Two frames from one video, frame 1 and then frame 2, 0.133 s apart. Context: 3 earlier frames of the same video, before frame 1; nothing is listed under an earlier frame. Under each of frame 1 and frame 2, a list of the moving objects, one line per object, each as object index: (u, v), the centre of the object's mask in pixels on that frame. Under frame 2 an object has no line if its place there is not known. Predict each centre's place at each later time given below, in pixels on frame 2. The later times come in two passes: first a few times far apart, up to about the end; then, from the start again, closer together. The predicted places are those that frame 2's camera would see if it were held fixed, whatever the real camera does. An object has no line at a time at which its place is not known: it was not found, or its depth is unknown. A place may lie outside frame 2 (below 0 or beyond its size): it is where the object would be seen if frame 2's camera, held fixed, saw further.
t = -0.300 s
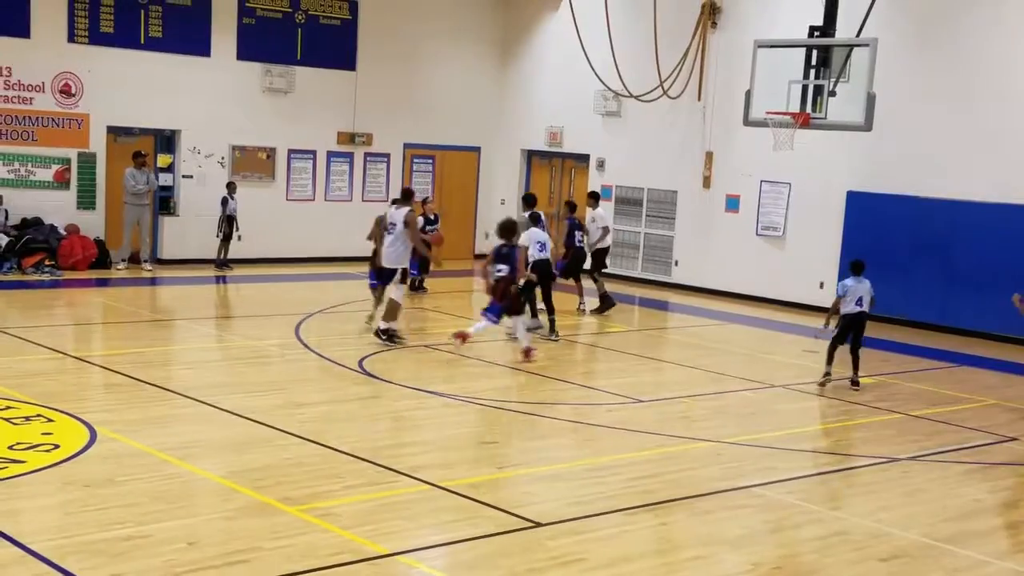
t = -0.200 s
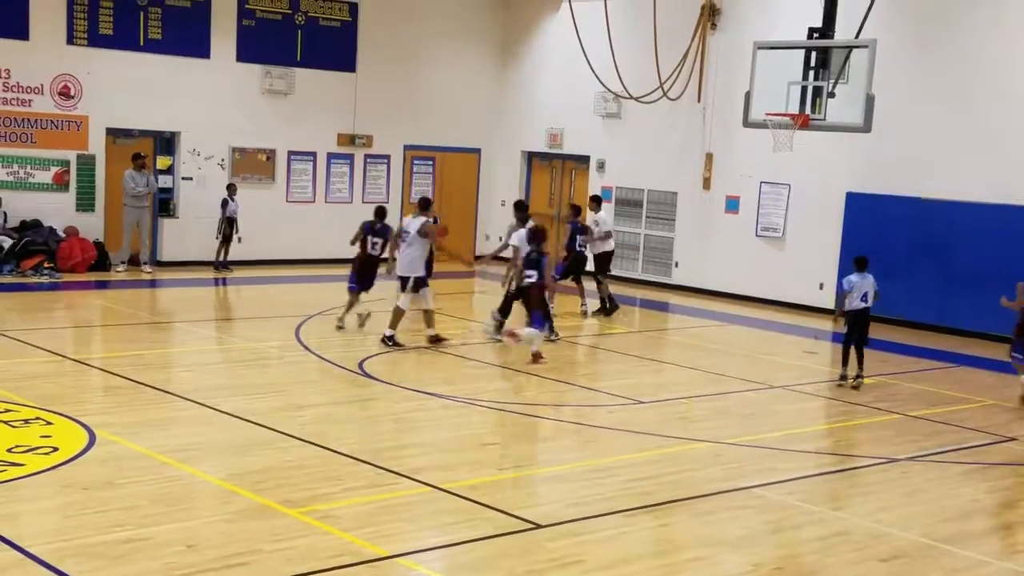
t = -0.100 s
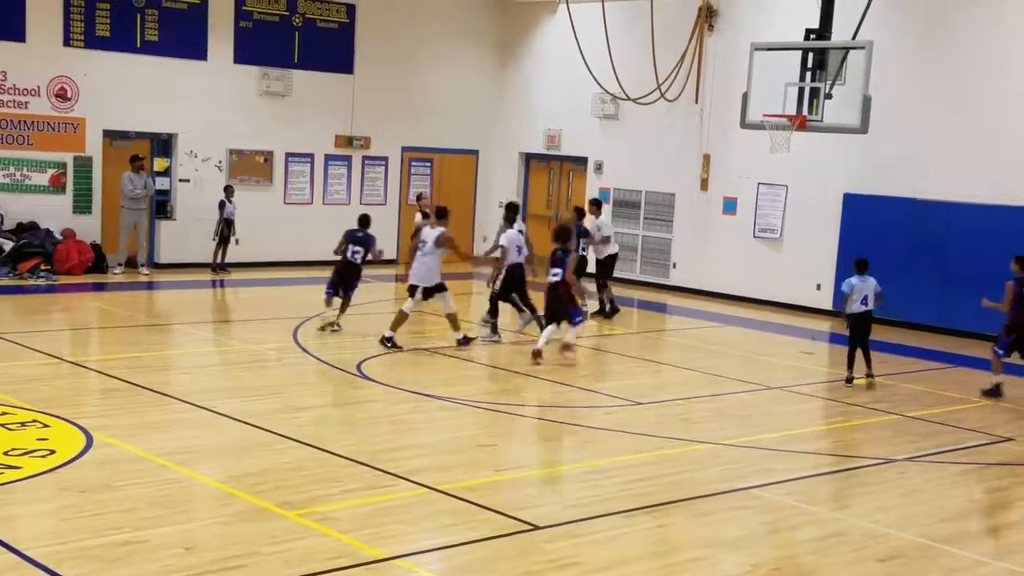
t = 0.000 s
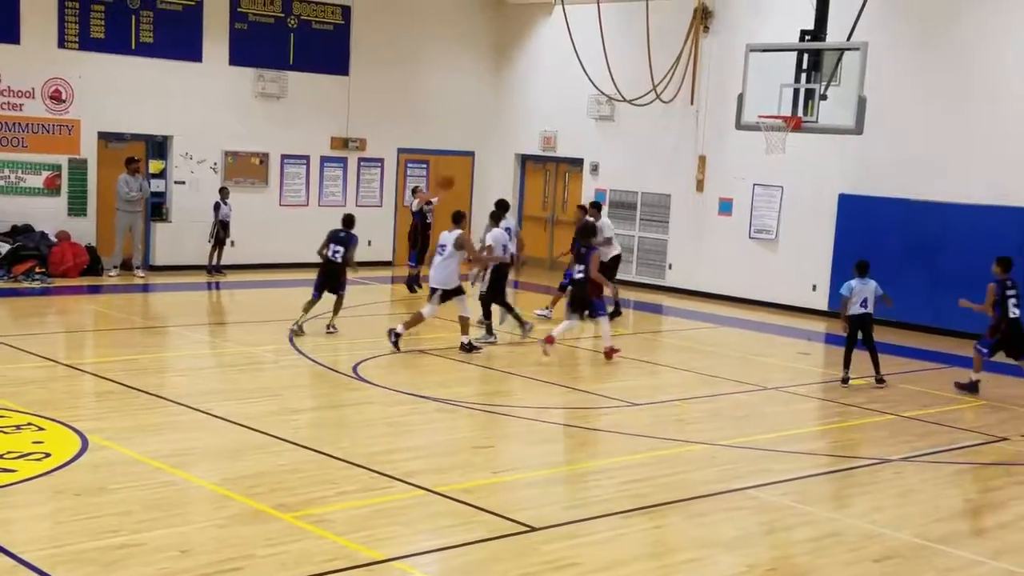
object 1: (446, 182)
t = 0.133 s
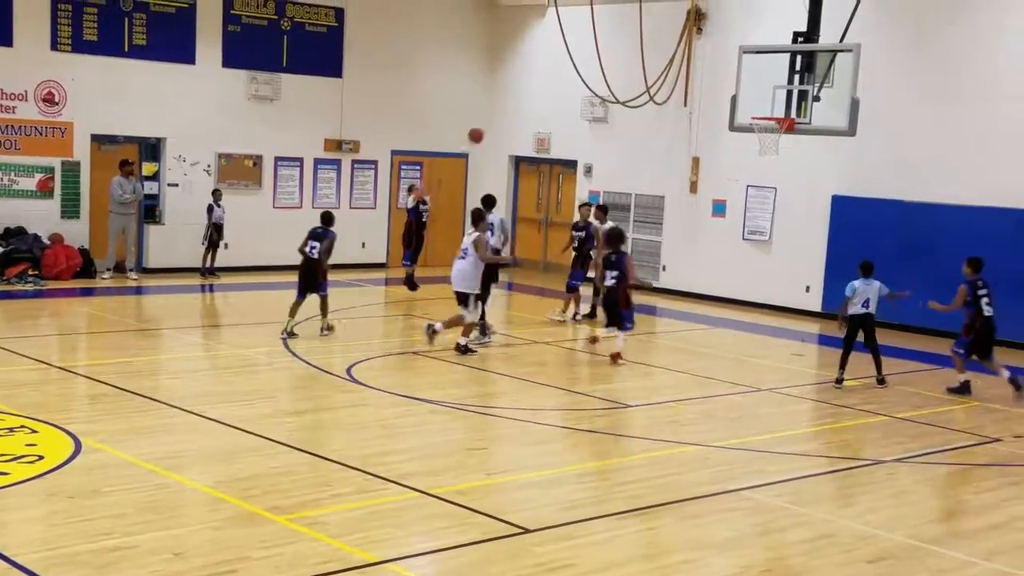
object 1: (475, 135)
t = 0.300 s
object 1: (520, 89)
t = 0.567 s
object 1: (595, 50)
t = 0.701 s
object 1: (633, 49)
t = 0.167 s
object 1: (484, 125)
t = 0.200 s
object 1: (493, 115)
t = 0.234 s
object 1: (502, 106)
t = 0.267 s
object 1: (511, 97)
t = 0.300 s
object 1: (520, 89)
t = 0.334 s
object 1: (530, 82)
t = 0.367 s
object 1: (539, 75)
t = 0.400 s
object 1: (548, 69)
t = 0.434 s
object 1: (557, 64)
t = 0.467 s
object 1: (567, 59)
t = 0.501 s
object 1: (576, 55)
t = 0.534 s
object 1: (586, 52)
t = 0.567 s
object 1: (595, 50)
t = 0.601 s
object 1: (605, 48)
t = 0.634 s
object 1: (624, 47)
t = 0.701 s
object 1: (633, 49)
